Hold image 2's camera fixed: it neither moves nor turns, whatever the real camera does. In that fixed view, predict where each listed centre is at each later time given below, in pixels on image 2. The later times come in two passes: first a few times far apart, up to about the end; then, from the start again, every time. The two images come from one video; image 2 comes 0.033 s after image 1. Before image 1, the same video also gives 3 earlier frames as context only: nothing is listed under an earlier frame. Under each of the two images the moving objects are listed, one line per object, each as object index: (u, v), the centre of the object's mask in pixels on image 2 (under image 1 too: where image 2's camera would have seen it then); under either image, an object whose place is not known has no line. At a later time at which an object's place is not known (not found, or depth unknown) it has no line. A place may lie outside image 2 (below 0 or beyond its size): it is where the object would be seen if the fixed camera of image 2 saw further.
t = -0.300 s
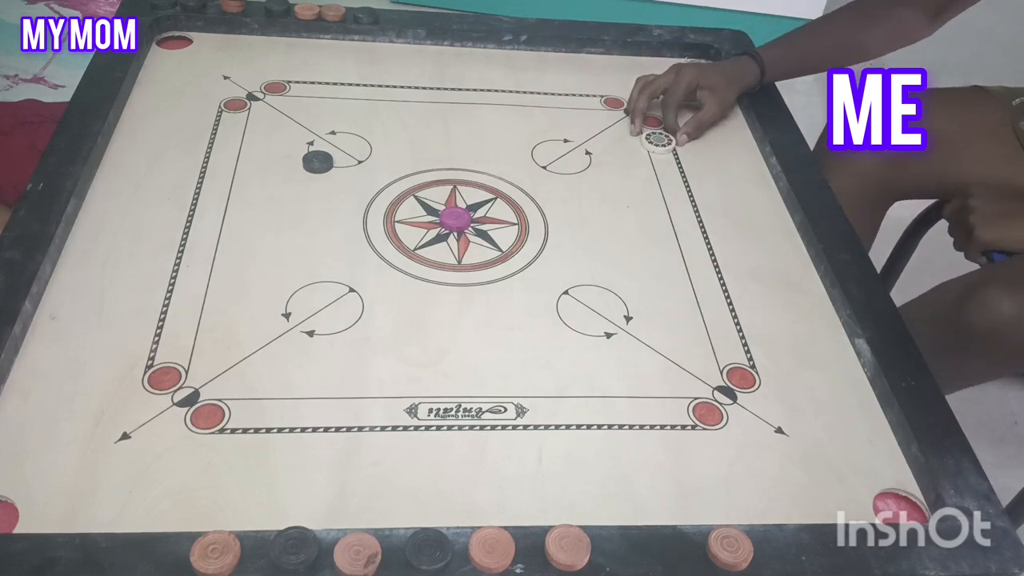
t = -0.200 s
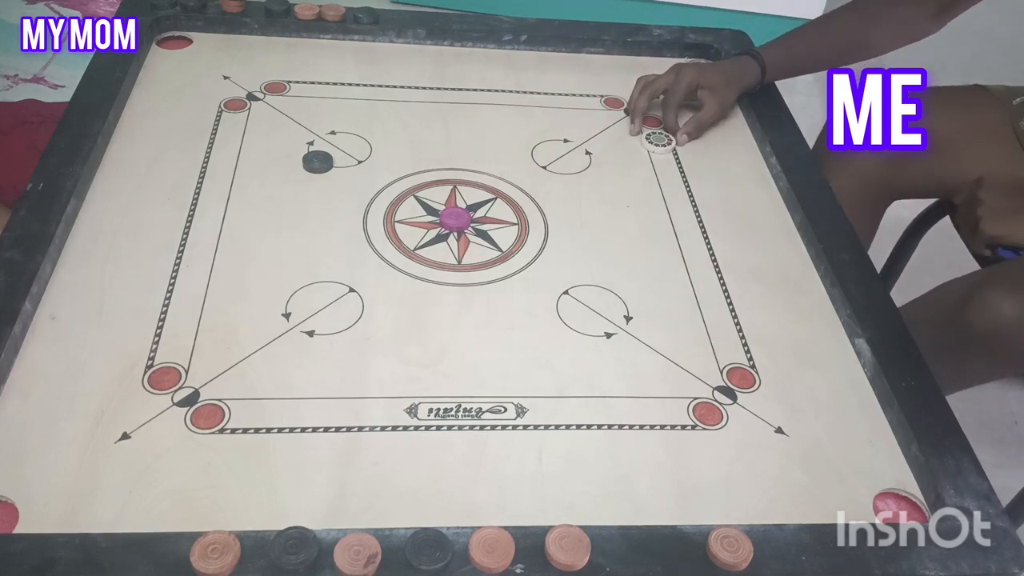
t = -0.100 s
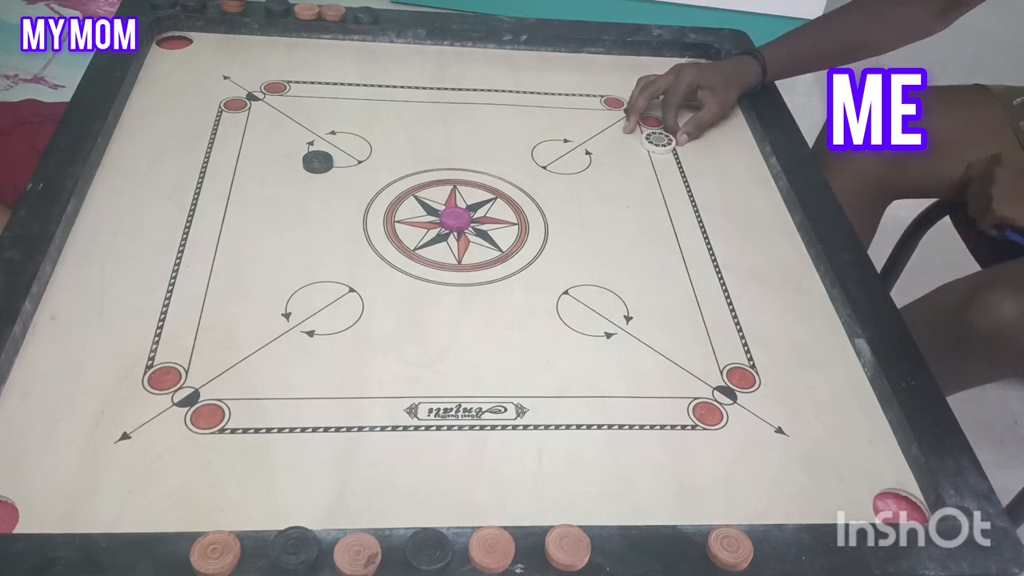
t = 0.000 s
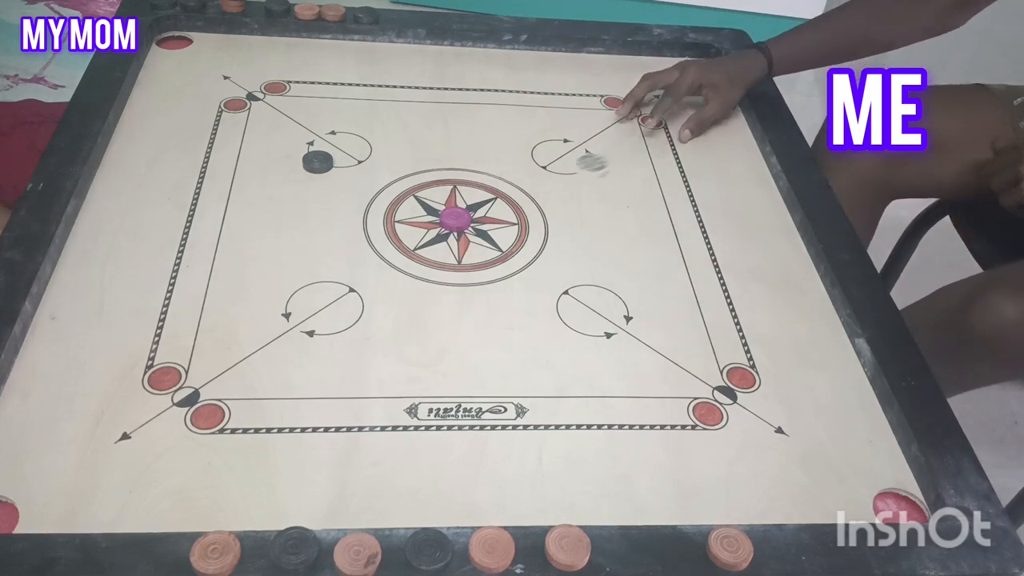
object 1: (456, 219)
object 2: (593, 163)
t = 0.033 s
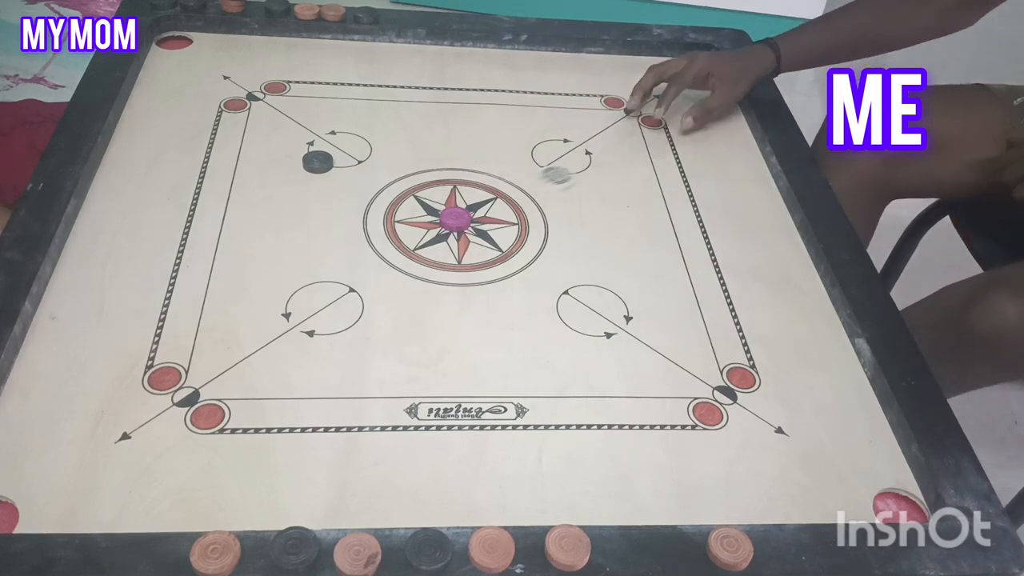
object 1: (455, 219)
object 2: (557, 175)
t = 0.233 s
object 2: (397, 222)
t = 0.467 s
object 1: (93, 507)
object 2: (264, 255)
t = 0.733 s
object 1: (331, 426)
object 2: (130, 294)
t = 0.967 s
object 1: (455, 396)
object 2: (59, 325)
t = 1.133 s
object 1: (509, 389)
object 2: (66, 330)
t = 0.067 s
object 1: (456, 219)
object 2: (516, 191)
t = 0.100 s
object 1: (452, 221)
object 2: (478, 205)
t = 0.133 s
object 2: (458, 210)
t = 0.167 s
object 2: (436, 215)
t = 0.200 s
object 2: (418, 218)
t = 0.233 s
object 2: (397, 222)
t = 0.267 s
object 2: (376, 227)
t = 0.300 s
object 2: (357, 232)
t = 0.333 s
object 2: (338, 237)
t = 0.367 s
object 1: (5, 482)
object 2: (318, 242)
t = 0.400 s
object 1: (21, 512)
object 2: (300, 245)
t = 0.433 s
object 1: (53, 517)
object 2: (283, 250)
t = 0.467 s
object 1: (93, 507)
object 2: (264, 255)
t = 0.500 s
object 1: (130, 494)
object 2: (247, 259)
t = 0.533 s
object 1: (164, 482)
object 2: (228, 265)
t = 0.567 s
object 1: (195, 471)
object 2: (210, 270)
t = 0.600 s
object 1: (226, 461)
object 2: (192, 274)
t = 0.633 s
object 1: (254, 452)
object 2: (175, 279)
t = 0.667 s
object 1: (280, 443)
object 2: (160, 284)
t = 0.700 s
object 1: (306, 435)
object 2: (146, 288)
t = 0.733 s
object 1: (331, 426)
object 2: (130, 294)
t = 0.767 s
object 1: (352, 420)
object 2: (116, 298)
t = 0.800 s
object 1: (374, 414)
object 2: (102, 304)
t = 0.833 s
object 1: (393, 409)
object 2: (89, 309)
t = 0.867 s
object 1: (410, 405)
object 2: (76, 313)
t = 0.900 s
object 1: (426, 402)
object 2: (65, 317)
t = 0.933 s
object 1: (442, 399)
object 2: (56, 322)
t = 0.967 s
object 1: (455, 396)
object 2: (59, 325)
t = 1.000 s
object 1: (467, 394)
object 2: (61, 327)
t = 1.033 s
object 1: (479, 392)
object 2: (63, 328)
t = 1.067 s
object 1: (490, 391)
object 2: (64, 329)
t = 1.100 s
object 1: (500, 390)
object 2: (65, 329)
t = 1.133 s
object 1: (509, 389)
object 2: (66, 330)
